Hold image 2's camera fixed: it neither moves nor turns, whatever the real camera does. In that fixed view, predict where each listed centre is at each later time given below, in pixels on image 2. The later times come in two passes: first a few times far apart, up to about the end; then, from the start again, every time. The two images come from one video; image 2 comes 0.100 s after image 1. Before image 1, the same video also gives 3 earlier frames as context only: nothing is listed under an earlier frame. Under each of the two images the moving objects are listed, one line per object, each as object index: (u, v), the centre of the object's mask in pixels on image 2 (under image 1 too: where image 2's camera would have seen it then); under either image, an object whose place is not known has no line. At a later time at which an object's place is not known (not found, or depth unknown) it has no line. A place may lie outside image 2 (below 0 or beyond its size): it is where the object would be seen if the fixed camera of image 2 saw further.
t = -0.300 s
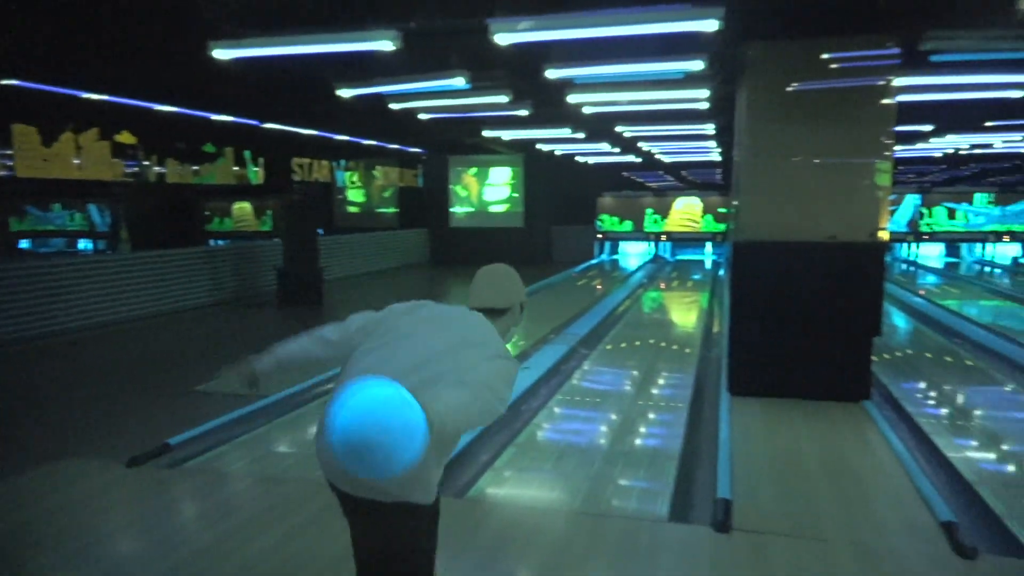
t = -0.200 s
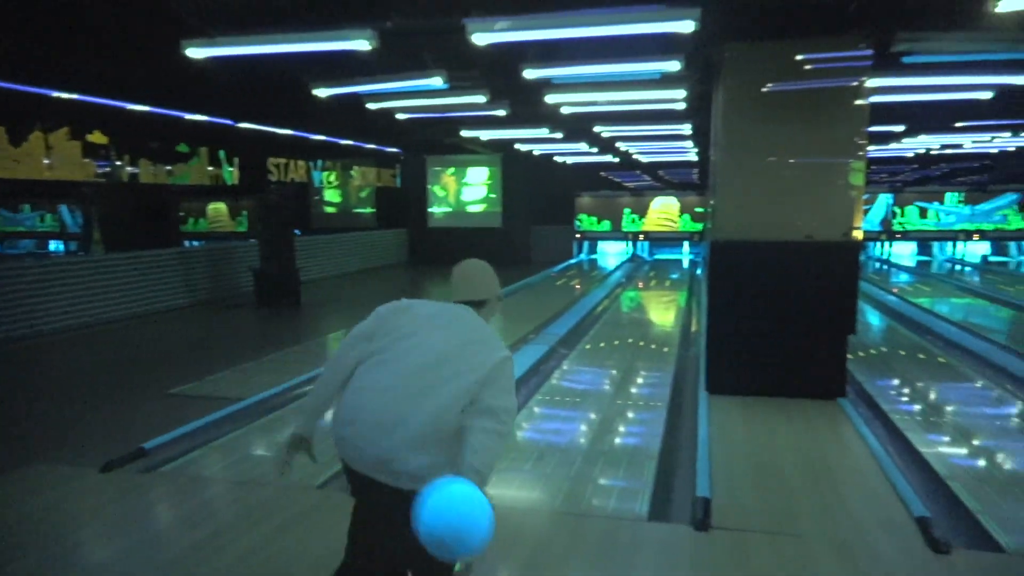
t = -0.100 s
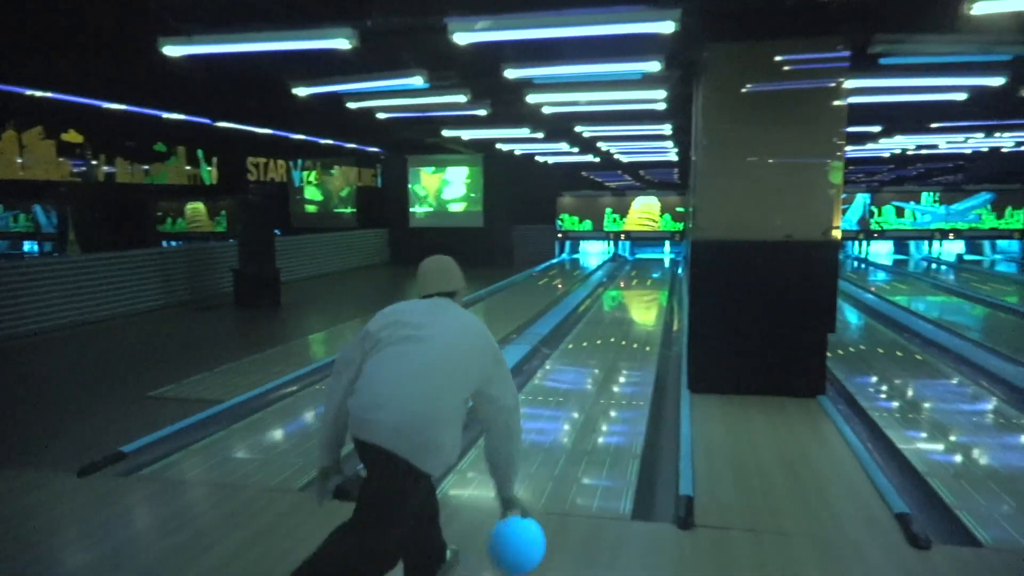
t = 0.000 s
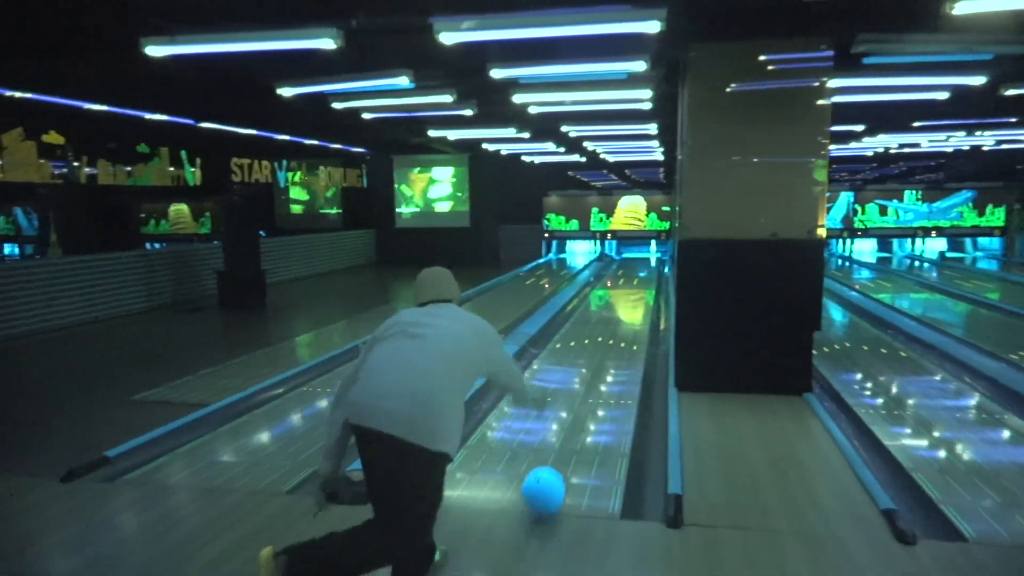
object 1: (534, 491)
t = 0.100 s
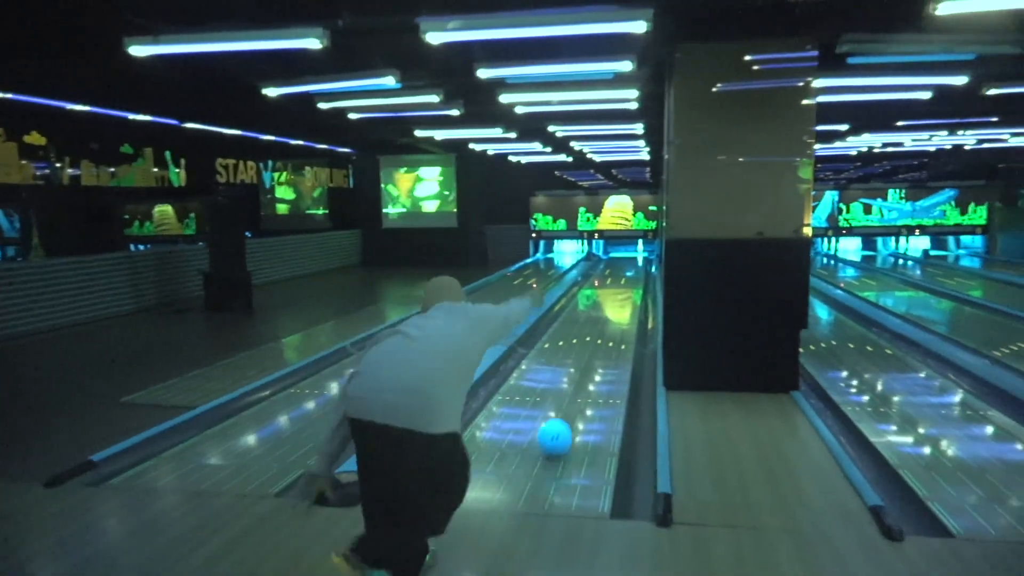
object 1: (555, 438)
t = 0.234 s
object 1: (574, 391)
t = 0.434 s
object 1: (590, 347)
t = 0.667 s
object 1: (602, 317)
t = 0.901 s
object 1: (610, 296)
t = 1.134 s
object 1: (615, 283)
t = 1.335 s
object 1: (618, 273)
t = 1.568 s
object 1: (621, 265)
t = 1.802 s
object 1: (621, 259)
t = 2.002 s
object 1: (623, 255)
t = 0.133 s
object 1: (560, 425)
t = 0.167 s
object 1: (565, 412)
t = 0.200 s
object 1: (569, 401)
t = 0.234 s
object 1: (574, 391)
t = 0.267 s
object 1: (578, 382)
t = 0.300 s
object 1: (580, 374)
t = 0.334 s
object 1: (583, 367)
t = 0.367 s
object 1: (585, 360)
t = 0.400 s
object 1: (588, 353)
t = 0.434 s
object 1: (590, 347)
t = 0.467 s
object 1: (592, 342)
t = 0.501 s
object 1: (594, 337)
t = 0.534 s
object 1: (596, 332)
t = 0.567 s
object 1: (598, 328)
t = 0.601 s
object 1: (599, 324)
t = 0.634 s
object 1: (600, 320)
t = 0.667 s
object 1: (602, 317)
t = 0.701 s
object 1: (603, 313)
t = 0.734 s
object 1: (604, 310)
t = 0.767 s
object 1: (606, 307)
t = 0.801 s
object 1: (607, 304)
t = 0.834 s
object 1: (608, 302)
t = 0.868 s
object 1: (609, 299)
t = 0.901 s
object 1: (610, 296)
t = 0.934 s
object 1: (611, 294)
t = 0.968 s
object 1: (611, 292)
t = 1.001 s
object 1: (612, 290)
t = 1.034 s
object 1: (613, 287)
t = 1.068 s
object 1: (613, 285)
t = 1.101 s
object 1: (614, 284)
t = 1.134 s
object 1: (615, 283)
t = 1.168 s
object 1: (615, 281)
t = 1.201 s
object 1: (616, 279)
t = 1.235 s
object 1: (616, 278)
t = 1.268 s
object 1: (617, 276)
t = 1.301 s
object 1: (617, 275)
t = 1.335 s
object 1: (618, 273)
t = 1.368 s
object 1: (618, 272)
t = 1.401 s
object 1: (618, 271)
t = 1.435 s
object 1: (620, 270)
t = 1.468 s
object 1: (620, 269)
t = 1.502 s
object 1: (620, 267)
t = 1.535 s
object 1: (620, 266)
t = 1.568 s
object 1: (621, 265)
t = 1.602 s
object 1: (621, 265)
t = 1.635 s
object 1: (621, 264)
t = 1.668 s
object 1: (621, 263)
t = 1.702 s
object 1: (621, 262)
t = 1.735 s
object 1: (621, 261)
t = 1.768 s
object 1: (621, 260)
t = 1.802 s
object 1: (621, 259)
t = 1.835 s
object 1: (621, 259)
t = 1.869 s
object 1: (622, 258)
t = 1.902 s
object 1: (622, 257)
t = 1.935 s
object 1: (622, 256)
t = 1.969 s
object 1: (622, 256)
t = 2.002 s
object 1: (623, 255)
